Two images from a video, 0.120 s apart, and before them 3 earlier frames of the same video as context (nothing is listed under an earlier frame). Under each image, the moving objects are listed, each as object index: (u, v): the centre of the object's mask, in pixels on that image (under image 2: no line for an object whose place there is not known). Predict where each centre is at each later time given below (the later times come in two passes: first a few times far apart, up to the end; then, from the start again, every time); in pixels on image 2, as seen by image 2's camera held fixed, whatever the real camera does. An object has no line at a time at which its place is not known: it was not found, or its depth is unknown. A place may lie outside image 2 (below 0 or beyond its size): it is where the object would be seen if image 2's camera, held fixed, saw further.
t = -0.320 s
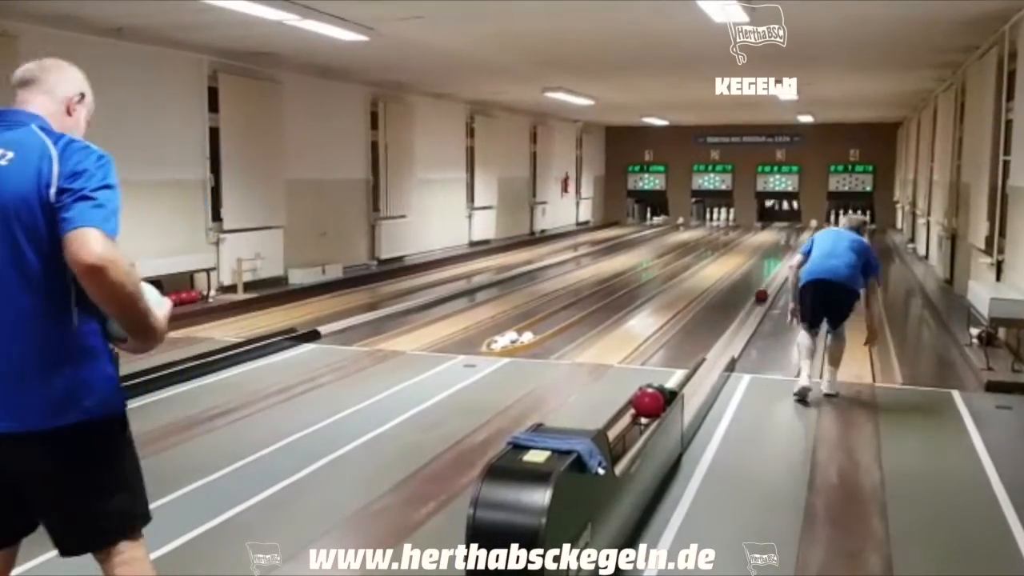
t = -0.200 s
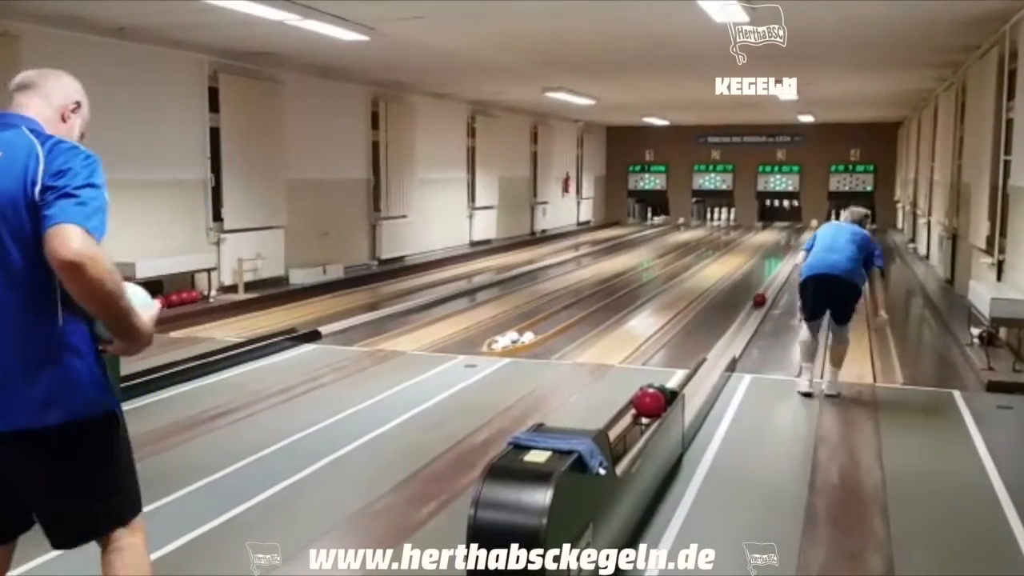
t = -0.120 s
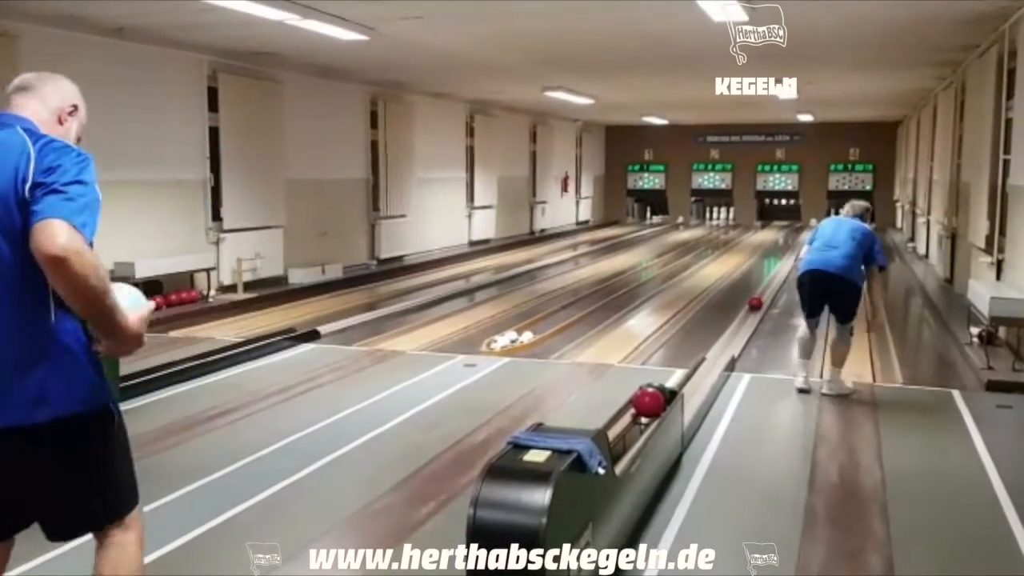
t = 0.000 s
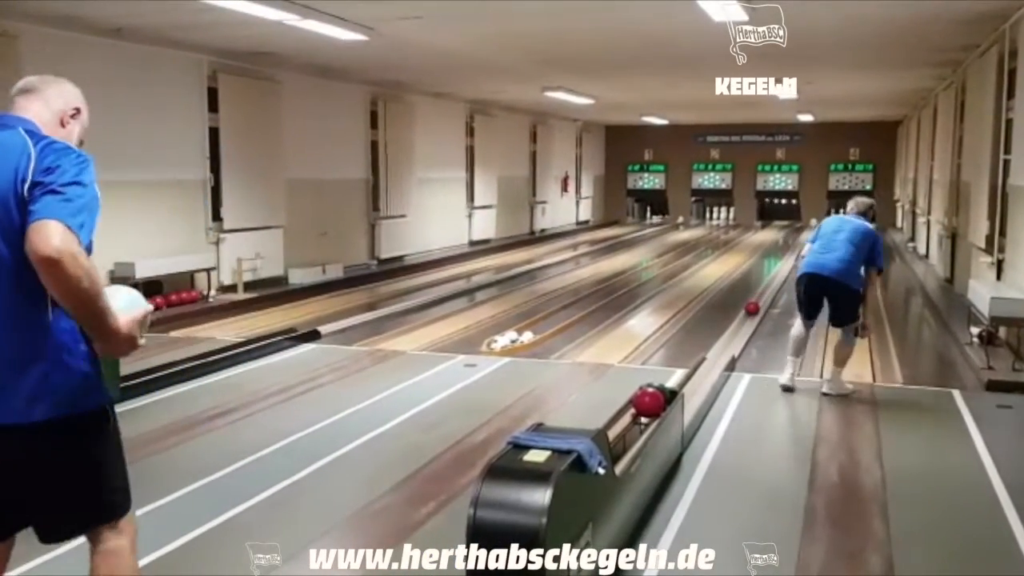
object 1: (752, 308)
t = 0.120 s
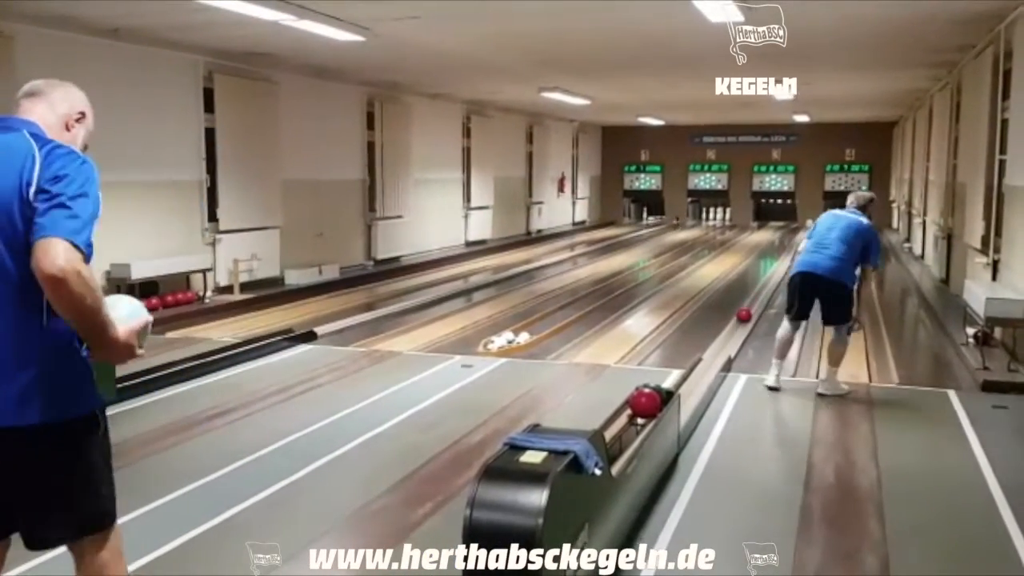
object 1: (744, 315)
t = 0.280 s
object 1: (737, 324)
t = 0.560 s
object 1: (723, 342)
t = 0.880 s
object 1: (701, 370)
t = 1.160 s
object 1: (682, 400)
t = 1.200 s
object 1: (681, 405)
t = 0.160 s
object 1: (742, 316)
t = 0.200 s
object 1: (741, 319)
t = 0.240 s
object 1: (739, 321)
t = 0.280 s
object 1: (737, 324)
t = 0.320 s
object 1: (735, 326)
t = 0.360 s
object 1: (733, 328)
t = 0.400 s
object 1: (732, 330)
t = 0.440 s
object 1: (730, 332)
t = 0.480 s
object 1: (727, 337)
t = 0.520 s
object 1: (725, 340)
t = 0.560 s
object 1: (723, 342)
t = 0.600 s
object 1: (721, 344)
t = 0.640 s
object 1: (717, 349)
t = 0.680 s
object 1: (715, 352)
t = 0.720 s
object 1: (713, 355)
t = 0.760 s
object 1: (711, 357)
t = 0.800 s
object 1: (709, 360)
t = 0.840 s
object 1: (703, 367)
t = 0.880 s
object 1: (701, 370)
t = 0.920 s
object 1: (699, 373)
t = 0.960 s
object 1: (696, 377)
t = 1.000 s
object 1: (693, 380)
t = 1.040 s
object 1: (688, 388)
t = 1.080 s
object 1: (685, 392)
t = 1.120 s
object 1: (684, 396)
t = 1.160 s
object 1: (682, 400)
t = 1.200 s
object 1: (681, 405)
